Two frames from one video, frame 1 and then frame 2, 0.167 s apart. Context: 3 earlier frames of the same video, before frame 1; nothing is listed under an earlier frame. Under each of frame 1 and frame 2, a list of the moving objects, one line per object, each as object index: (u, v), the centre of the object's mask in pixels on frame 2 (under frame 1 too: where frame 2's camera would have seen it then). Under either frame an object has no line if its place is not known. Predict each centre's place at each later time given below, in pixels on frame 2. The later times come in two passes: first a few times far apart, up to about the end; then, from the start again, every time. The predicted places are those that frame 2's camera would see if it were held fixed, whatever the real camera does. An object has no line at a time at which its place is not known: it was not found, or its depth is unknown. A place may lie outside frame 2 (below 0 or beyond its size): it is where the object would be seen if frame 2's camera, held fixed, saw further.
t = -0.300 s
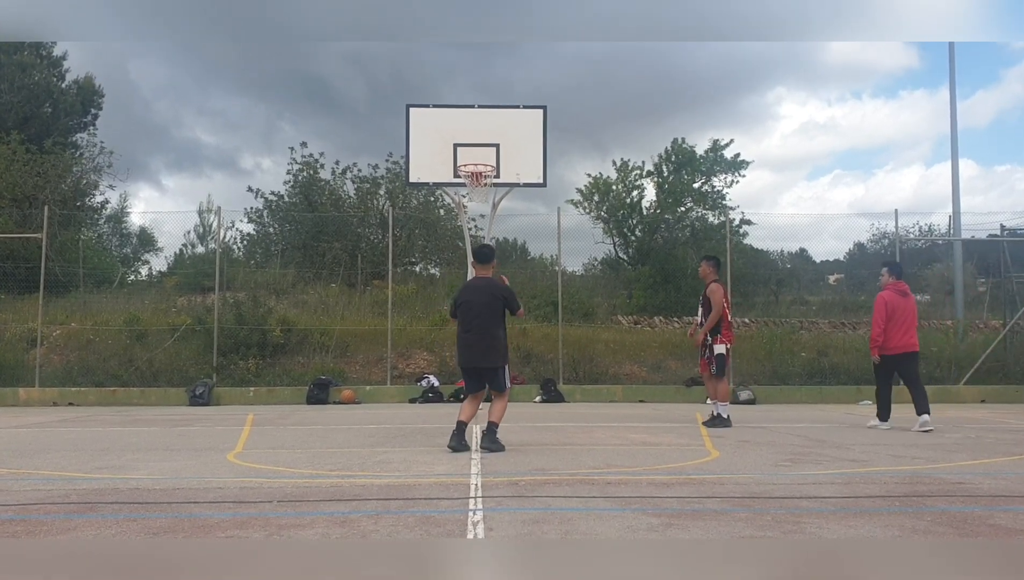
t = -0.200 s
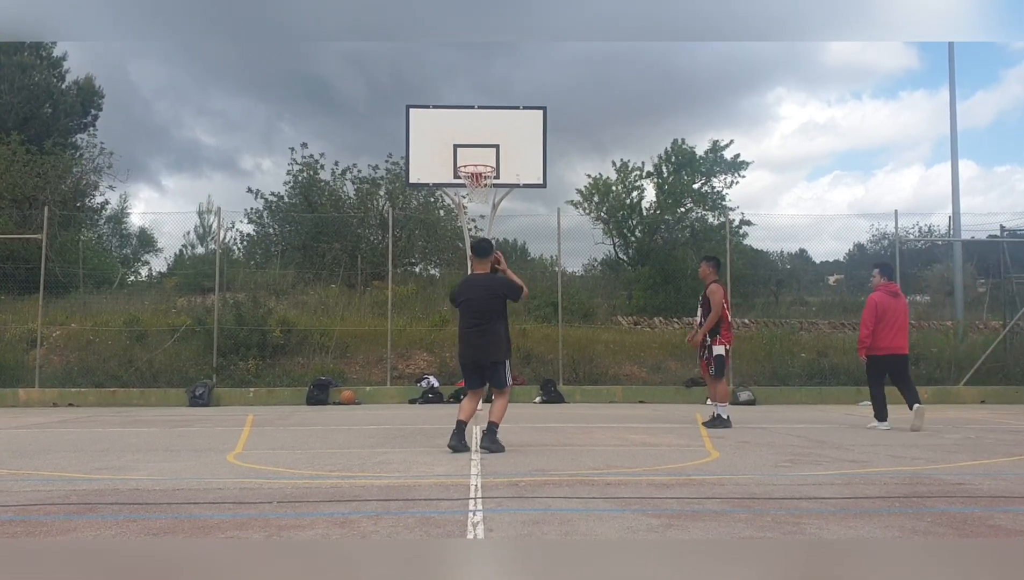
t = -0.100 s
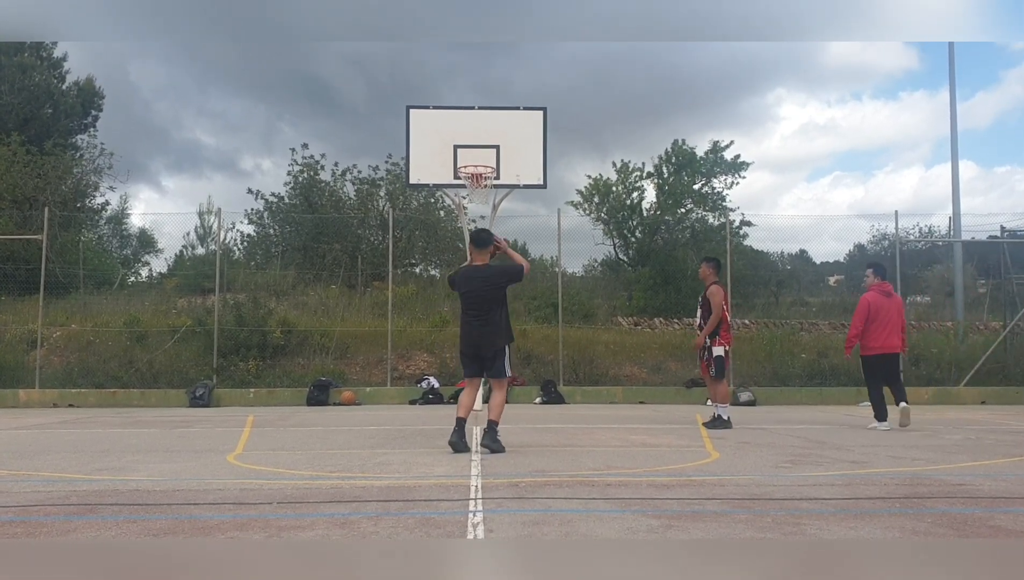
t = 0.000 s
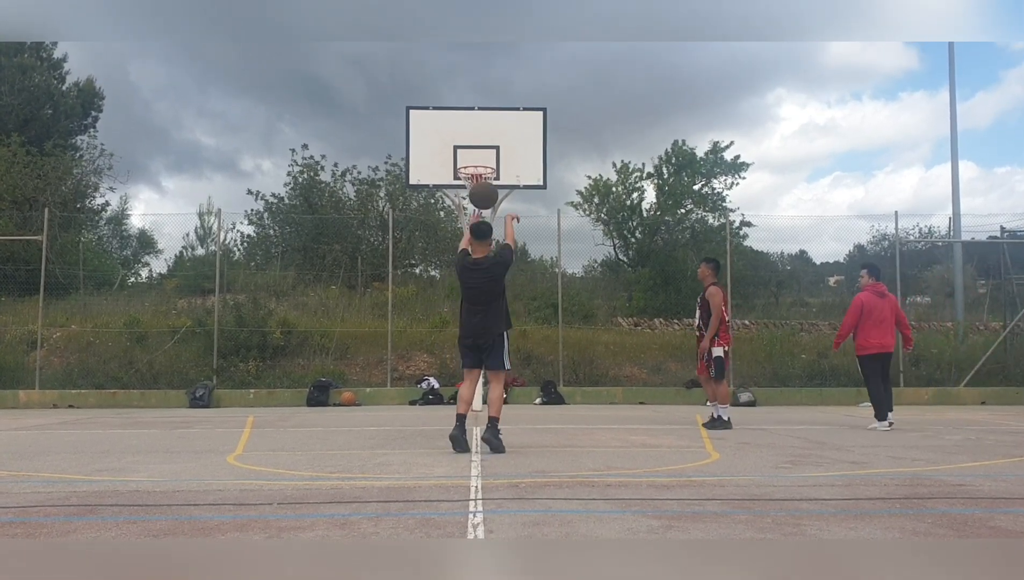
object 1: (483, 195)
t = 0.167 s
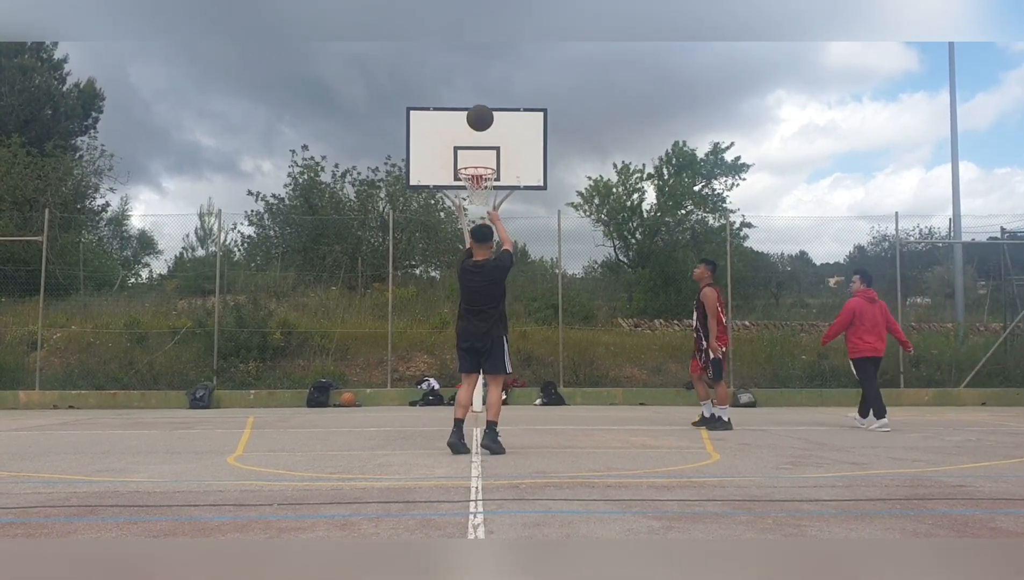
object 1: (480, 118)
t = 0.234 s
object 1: (479, 98)
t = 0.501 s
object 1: (475, 73)
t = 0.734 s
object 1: (471, 105)
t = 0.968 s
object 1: (468, 151)
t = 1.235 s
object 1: (459, 135)
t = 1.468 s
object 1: (452, 165)
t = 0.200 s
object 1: (479, 107)
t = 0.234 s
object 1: (479, 98)
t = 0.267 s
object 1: (478, 91)
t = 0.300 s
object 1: (478, 85)
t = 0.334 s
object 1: (477, 80)
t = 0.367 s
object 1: (477, 76)
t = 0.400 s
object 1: (476, 74)
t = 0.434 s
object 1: (476, 73)
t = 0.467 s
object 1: (475, 73)
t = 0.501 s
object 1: (475, 73)
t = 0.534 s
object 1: (474, 75)
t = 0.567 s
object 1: (474, 78)
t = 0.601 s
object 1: (473, 82)
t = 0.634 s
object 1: (473, 86)
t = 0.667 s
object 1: (472, 92)
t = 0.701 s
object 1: (472, 98)
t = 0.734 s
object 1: (471, 105)
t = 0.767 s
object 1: (471, 113)
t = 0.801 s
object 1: (471, 122)
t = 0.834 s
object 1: (470, 131)
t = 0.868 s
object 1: (470, 141)
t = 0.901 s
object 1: (470, 152)
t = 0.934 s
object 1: (469, 157)
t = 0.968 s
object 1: (468, 151)
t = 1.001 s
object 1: (467, 146)
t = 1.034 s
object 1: (466, 142)
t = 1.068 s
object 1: (465, 139)
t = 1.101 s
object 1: (464, 136)
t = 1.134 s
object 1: (462, 134)
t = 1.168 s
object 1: (461, 134)
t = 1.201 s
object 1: (460, 134)
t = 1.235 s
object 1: (459, 135)
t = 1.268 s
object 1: (458, 137)
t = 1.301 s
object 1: (457, 139)
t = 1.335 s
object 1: (456, 143)
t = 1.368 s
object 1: (455, 147)
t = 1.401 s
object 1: (454, 152)
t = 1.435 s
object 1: (453, 158)
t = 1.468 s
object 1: (452, 165)
